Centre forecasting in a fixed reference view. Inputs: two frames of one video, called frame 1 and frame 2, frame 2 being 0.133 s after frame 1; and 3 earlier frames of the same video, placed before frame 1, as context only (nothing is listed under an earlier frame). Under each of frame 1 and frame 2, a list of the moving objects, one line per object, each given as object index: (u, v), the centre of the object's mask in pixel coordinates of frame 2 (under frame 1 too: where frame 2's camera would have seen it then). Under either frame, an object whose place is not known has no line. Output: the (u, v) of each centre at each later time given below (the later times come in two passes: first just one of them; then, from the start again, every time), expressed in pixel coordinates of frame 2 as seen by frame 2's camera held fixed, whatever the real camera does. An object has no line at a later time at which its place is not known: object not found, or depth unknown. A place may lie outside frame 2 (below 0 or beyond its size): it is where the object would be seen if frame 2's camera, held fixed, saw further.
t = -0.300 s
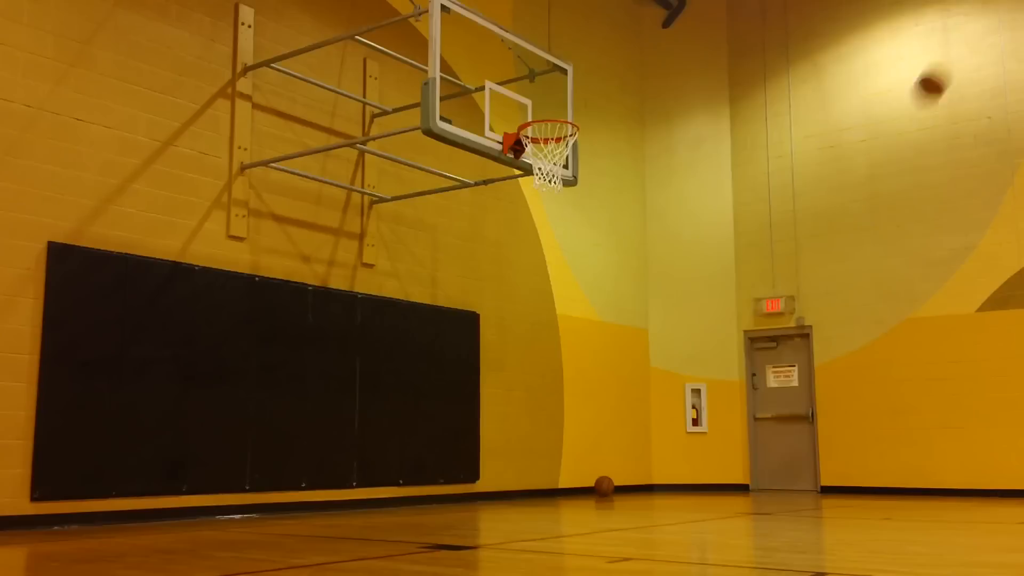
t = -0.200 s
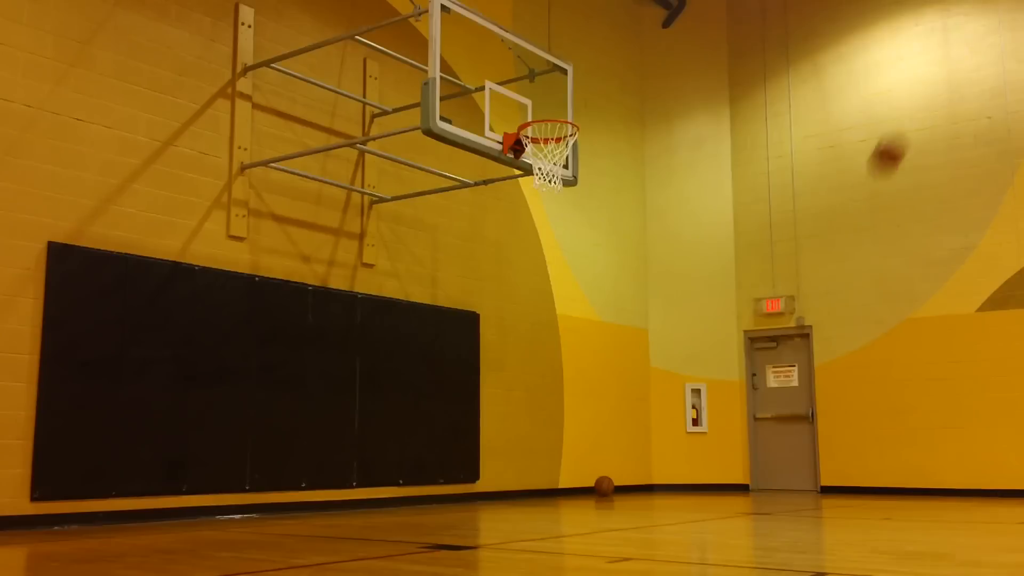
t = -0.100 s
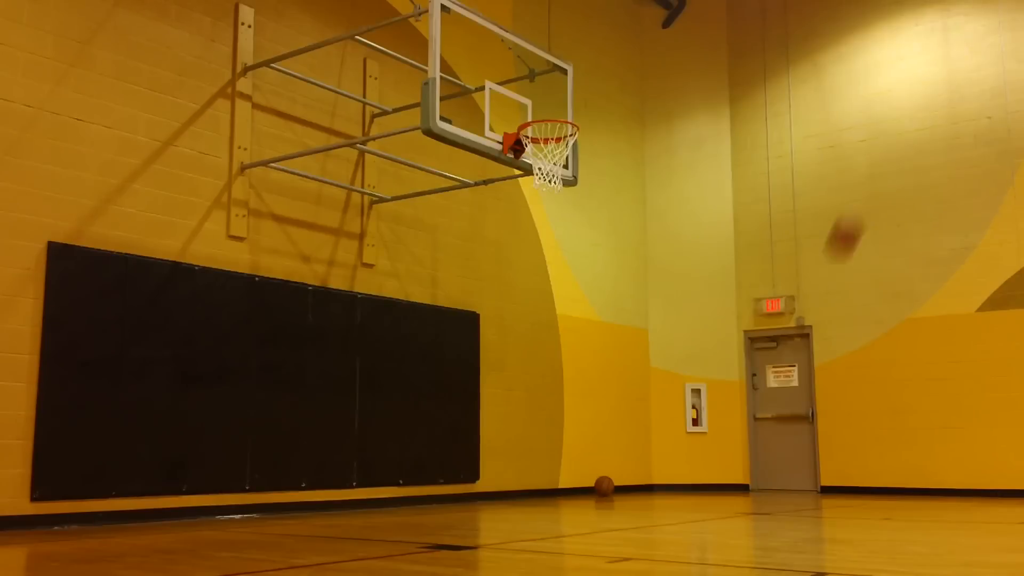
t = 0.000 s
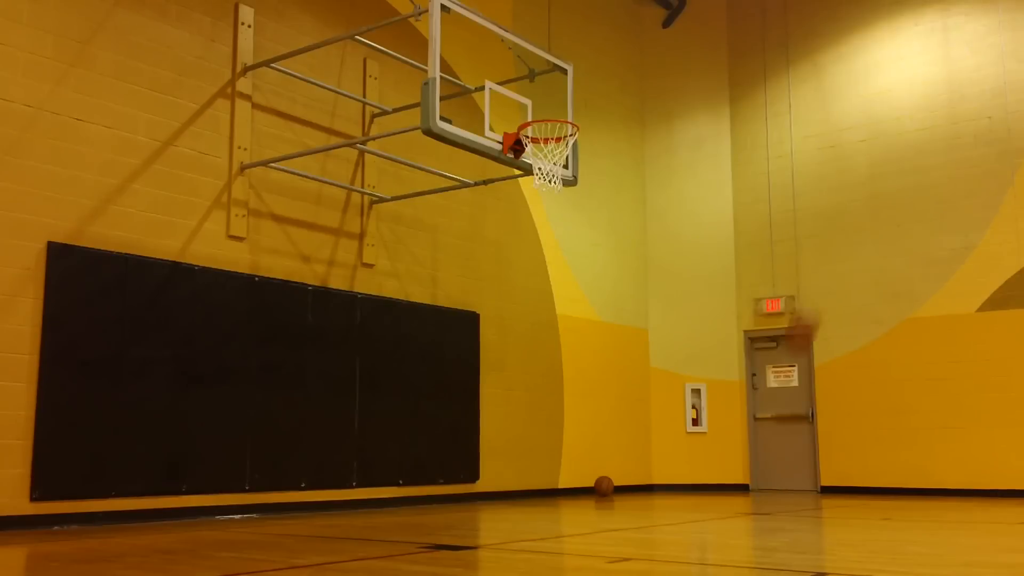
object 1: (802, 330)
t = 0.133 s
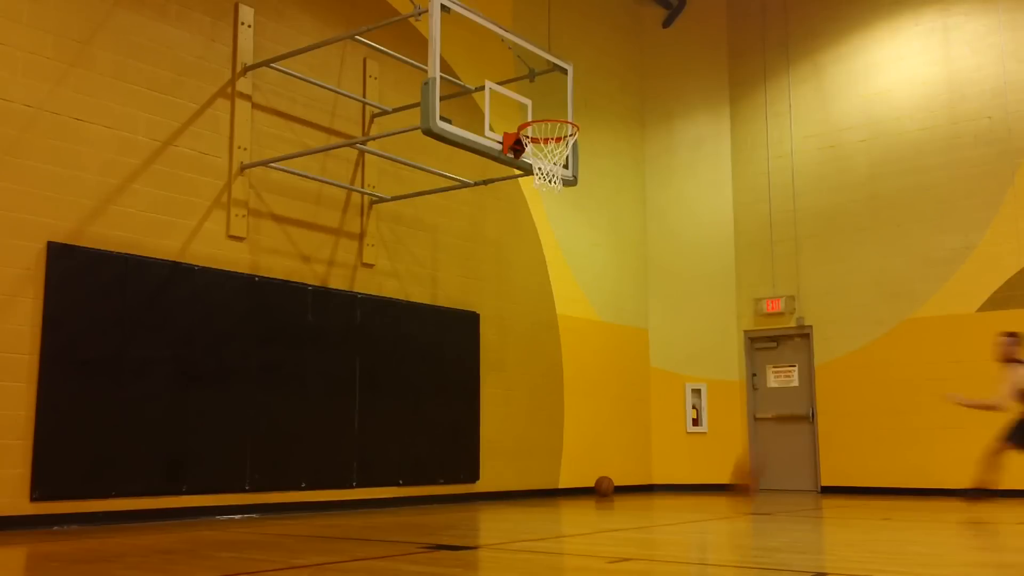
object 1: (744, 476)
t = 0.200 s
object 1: (728, 474)
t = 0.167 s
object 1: (734, 502)
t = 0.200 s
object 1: (728, 474)
